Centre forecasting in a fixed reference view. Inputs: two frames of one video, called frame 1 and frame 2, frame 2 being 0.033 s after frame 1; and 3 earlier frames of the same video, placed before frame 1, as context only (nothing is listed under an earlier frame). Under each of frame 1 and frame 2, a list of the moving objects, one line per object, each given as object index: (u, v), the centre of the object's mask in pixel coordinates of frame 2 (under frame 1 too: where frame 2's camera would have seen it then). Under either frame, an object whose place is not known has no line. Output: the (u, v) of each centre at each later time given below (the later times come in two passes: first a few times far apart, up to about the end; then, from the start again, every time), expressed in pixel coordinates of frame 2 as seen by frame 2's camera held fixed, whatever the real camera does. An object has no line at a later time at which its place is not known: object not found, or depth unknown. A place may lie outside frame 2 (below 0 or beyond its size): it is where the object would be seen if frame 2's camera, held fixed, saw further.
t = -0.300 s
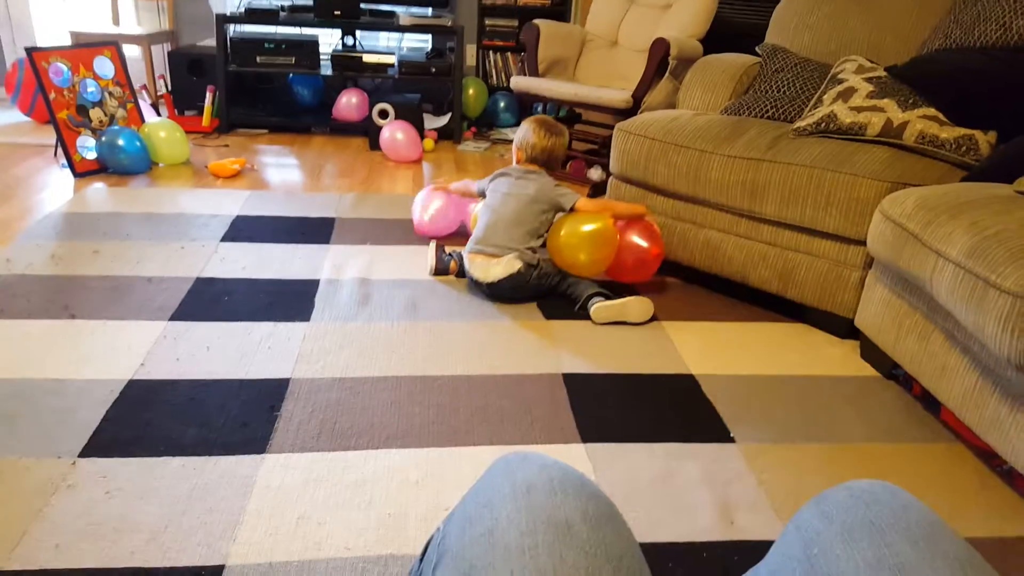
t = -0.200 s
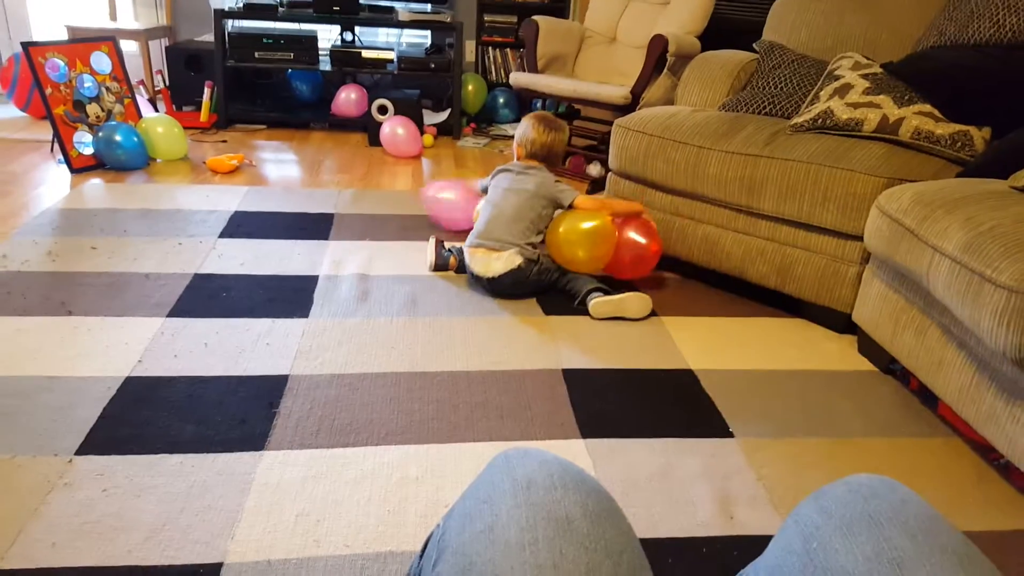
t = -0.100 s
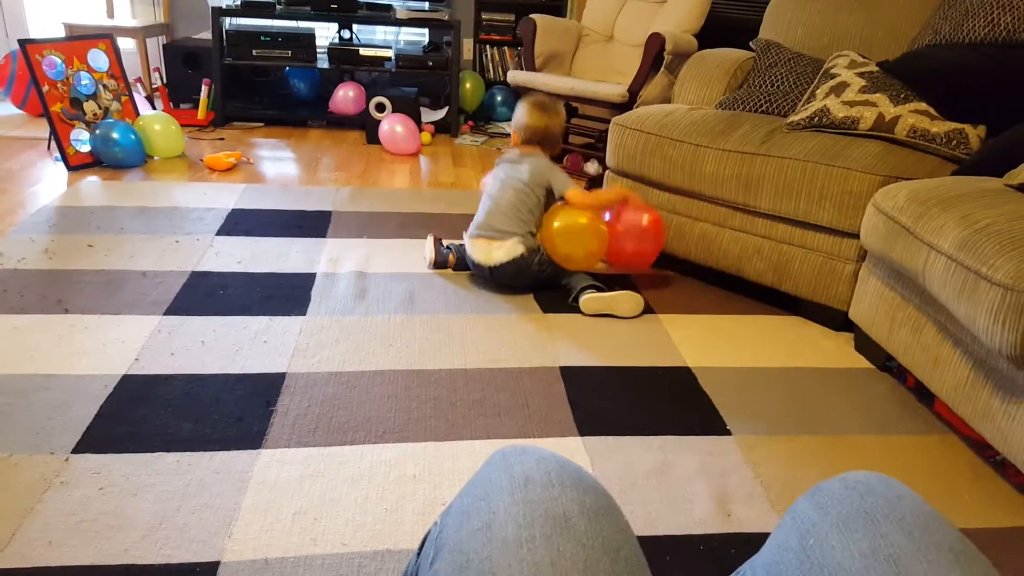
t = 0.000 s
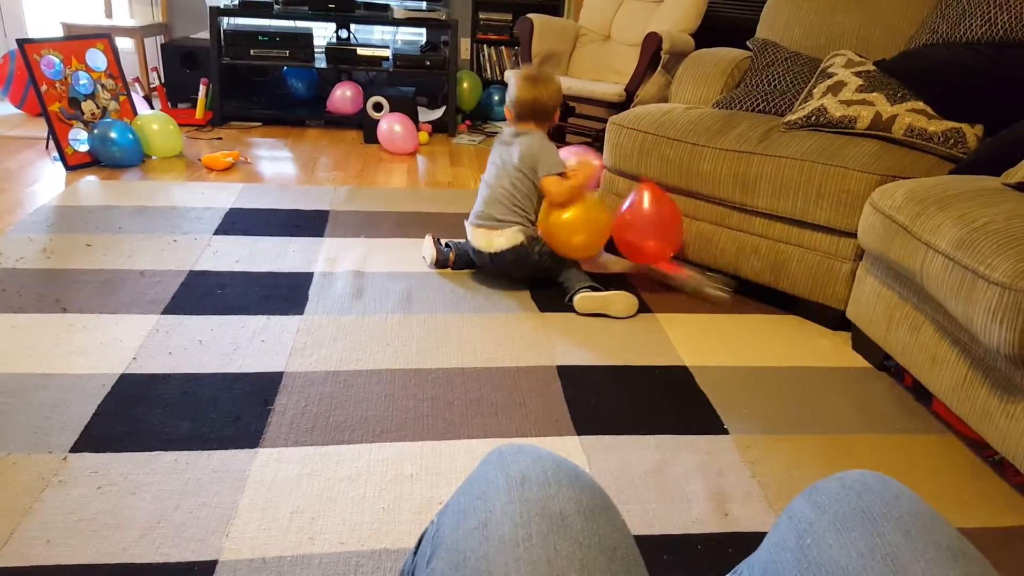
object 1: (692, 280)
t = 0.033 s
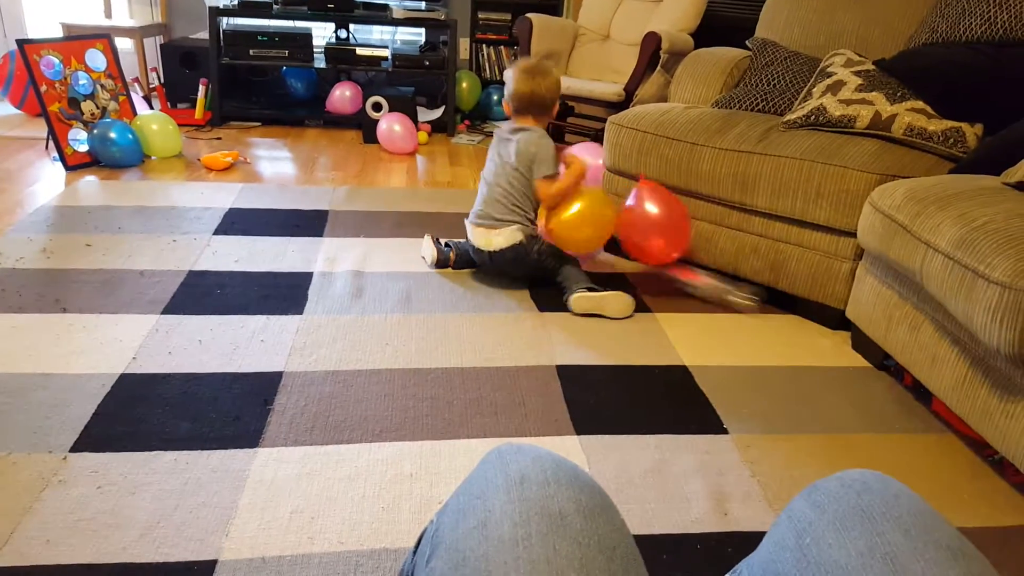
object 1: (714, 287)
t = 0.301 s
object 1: (741, 308)
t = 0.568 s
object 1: (701, 305)
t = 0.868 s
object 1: (706, 308)
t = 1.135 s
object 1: (705, 308)
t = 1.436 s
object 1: (704, 307)
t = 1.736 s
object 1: (704, 307)
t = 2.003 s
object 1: (705, 308)
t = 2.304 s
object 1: (704, 308)
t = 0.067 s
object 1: (736, 295)
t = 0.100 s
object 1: (765, 307)
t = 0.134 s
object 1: (788, 318)
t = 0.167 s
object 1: (787, 317)
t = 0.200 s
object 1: (771, 312)
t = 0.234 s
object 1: (762, 310)
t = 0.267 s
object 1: (752, 309)
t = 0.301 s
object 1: (741, 308)
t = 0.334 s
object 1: (729, 309)
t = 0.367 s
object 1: (722, 310)
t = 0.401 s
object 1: (719, 310)
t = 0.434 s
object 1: (713, 310)
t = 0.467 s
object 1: (709, 308)
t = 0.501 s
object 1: (706, 307)
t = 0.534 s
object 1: (704, 306)
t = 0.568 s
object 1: (701, 305)
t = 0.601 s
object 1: (700, 304)
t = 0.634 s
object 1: (700, 304)
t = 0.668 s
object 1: (700, 305)
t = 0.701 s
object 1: (699, 306)
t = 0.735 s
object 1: (701, 307)
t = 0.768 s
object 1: (702, 306)
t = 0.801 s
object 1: (704, 308)
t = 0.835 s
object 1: (705, 308)
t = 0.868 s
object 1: (706, 308)
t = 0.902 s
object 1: (707, 309)
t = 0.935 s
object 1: (708, 309)
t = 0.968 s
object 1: (708, 308)
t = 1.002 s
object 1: (708, 309)
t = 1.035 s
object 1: (708, 309)
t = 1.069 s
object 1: (707, 308)
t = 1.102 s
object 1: (706, 308)
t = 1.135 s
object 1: (705, 308)
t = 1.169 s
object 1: (704, 307)
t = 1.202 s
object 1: (703, 307)
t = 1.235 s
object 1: (702, 306)
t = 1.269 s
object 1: (702, 306)
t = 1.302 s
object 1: (702, 306)
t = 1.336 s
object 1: (703, 307)
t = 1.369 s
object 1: (703, 306)
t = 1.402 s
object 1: (704, 307)
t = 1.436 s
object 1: (704, 307)
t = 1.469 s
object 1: (705, 308)
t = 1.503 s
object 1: (705, 307)
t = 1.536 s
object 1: (705, 307)
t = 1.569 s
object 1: (705, 307)
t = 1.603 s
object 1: (705, 307)
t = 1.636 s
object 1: (704, 307)
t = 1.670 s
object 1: (704, 306)
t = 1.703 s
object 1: (704, 306)
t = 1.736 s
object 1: (704, 307)
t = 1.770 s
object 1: (704, 307)
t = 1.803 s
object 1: (704, 307)
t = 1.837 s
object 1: (704, 307)
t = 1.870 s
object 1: (704, 307)
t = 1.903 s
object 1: (704, 307)
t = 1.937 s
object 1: (704, 307)
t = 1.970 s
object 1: (705, 307)
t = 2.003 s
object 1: (705, 308)
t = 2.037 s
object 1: (706, 308)
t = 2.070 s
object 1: (706, 307)
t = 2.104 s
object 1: (706, 308)
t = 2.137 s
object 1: (706, 308)
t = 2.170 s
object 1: (706, 308)
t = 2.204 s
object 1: (705, 308)
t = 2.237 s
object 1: (705, 308)
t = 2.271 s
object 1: (704, 308)
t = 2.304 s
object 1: (704, 308)
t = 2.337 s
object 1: (704, 308)
